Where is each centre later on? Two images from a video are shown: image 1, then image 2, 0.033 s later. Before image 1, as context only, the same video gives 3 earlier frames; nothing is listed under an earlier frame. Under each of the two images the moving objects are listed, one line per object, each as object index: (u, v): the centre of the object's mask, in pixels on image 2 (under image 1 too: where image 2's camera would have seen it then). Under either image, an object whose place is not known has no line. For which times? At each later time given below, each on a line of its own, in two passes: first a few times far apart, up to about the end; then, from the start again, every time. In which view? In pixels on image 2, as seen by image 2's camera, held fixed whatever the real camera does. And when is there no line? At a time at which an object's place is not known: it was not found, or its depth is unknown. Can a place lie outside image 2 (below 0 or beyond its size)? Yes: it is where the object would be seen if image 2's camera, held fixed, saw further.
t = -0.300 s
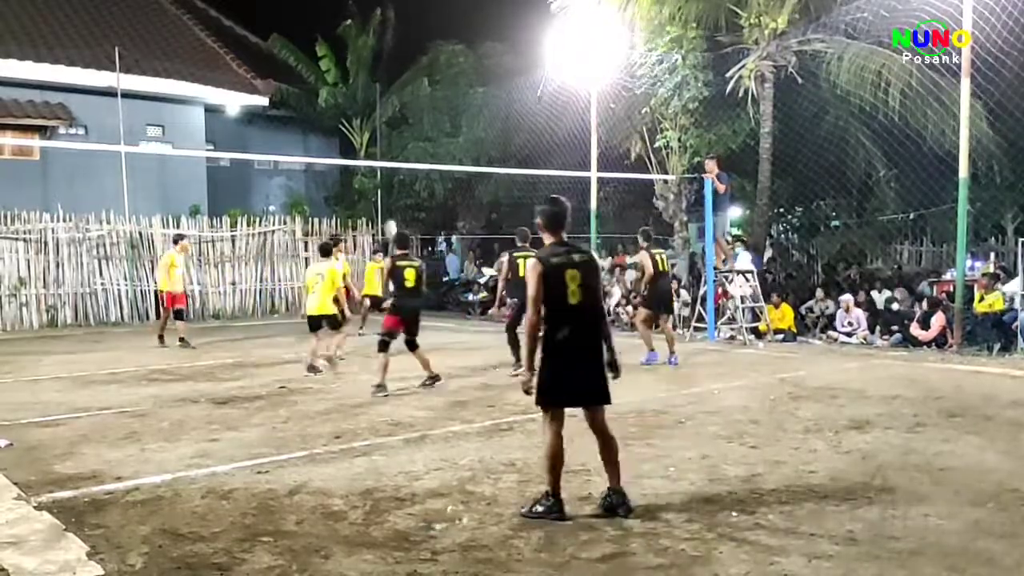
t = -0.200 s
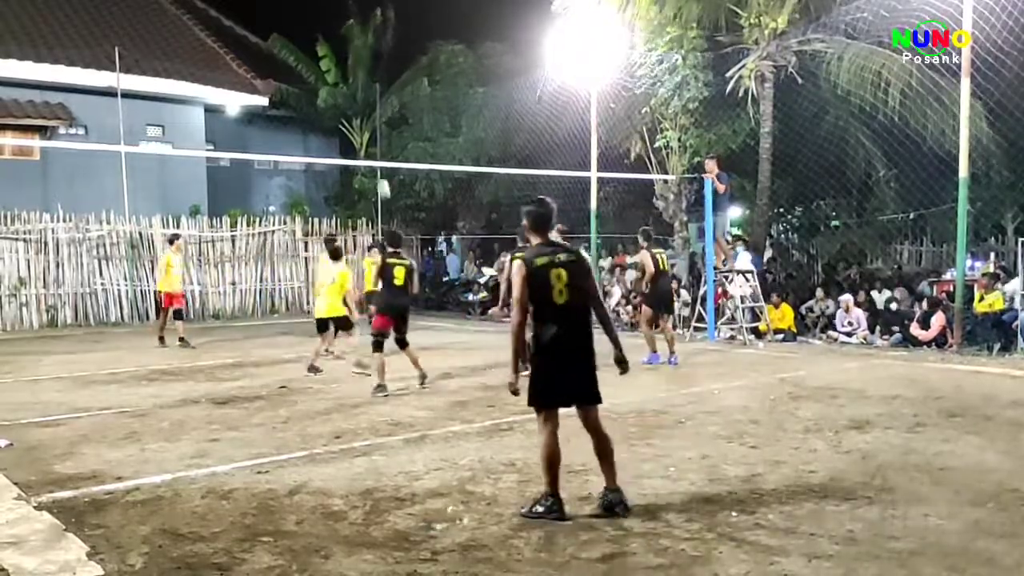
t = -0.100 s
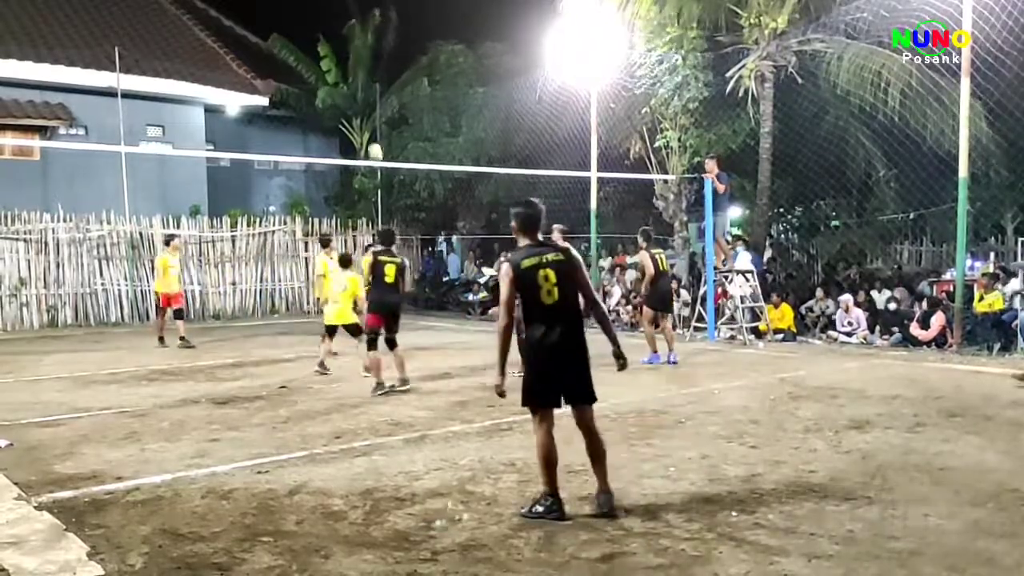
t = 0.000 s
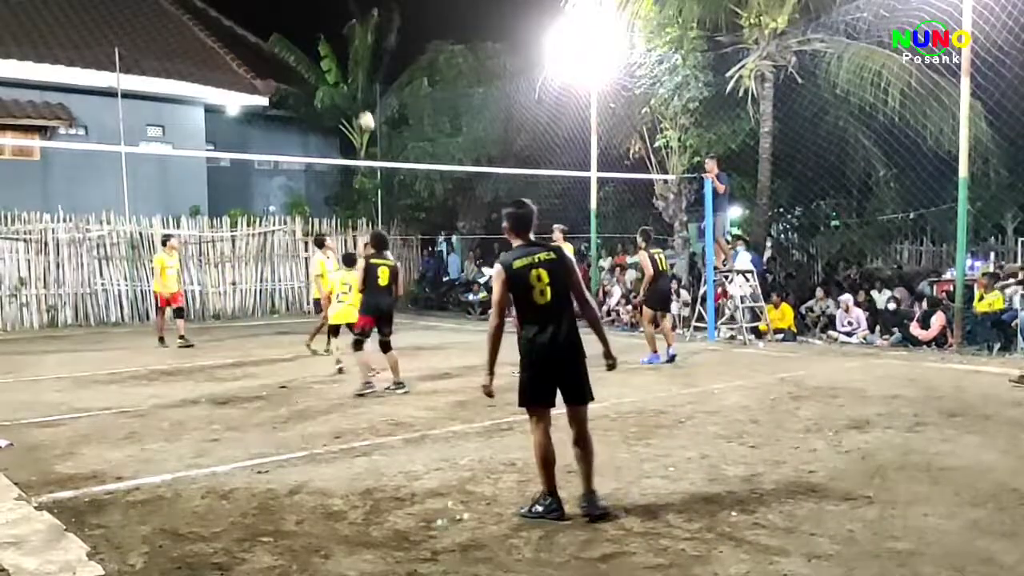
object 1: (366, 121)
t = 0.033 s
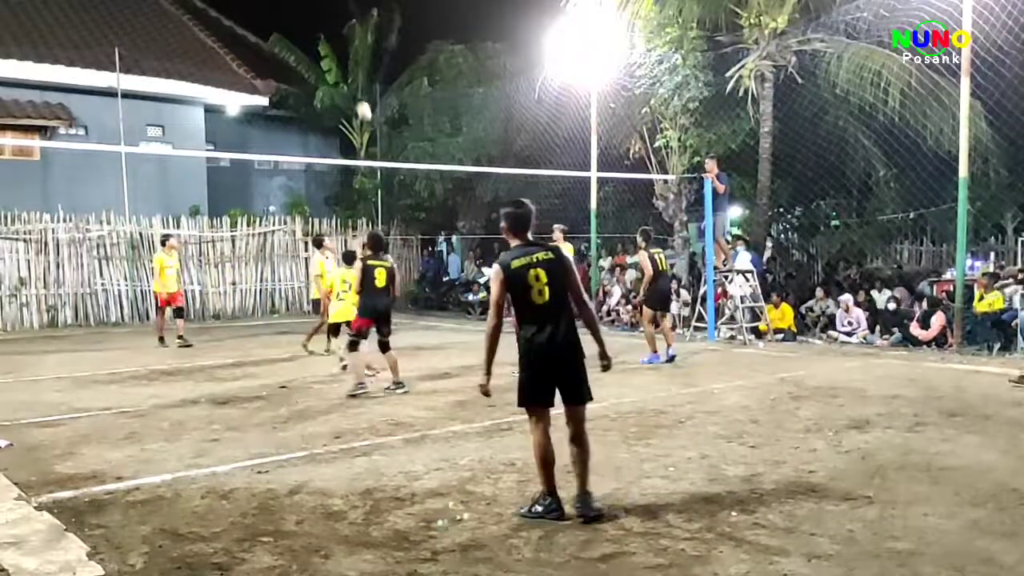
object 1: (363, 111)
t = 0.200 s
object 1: (348, 72)
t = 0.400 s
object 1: (327, 46)
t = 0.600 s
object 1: (310, 45)
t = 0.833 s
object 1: (284, 80)
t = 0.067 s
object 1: (360, 101)
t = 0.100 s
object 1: (358, 93)
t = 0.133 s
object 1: (354, 85)
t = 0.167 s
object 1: (351, 79)
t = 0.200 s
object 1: (348, 72)
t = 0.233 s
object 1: (345, 66)
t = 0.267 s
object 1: (342, 61)
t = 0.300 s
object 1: (339, 55)
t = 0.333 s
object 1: (336, 52)
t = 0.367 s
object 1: (329, 47)
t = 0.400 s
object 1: (327, 46)
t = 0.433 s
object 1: (325, 43)
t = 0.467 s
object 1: (323, 43)
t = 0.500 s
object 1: (320, 42)
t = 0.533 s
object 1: (317, 42)
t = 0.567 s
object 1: (314, 43)
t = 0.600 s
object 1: (310, 45)
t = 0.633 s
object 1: (306, 47)
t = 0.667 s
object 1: (303, 50)
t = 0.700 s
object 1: (298, 54)
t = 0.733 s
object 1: (295, 60)
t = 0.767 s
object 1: (292, 66)
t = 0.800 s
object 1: (288, 72)
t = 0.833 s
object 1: (284, 80)
